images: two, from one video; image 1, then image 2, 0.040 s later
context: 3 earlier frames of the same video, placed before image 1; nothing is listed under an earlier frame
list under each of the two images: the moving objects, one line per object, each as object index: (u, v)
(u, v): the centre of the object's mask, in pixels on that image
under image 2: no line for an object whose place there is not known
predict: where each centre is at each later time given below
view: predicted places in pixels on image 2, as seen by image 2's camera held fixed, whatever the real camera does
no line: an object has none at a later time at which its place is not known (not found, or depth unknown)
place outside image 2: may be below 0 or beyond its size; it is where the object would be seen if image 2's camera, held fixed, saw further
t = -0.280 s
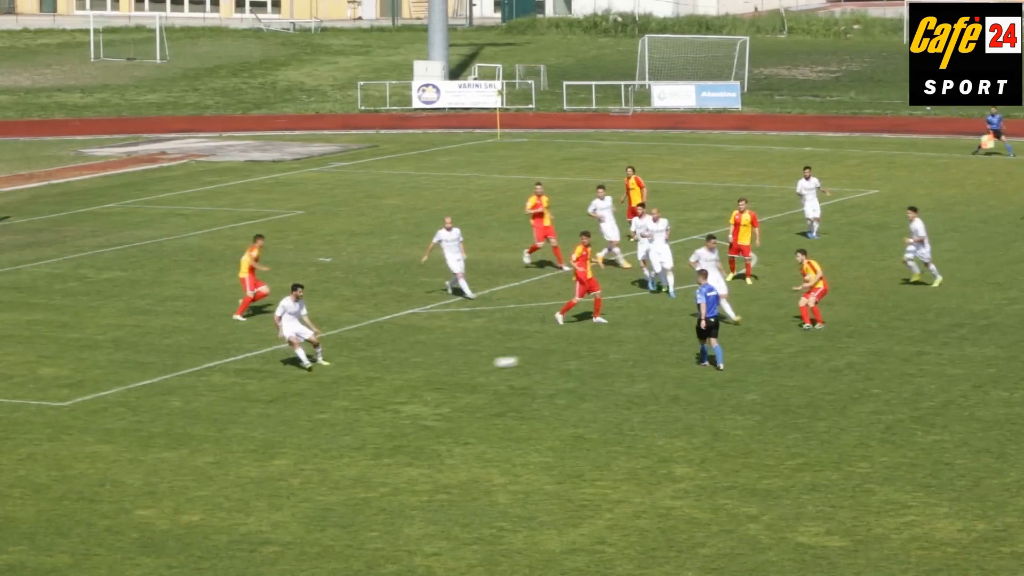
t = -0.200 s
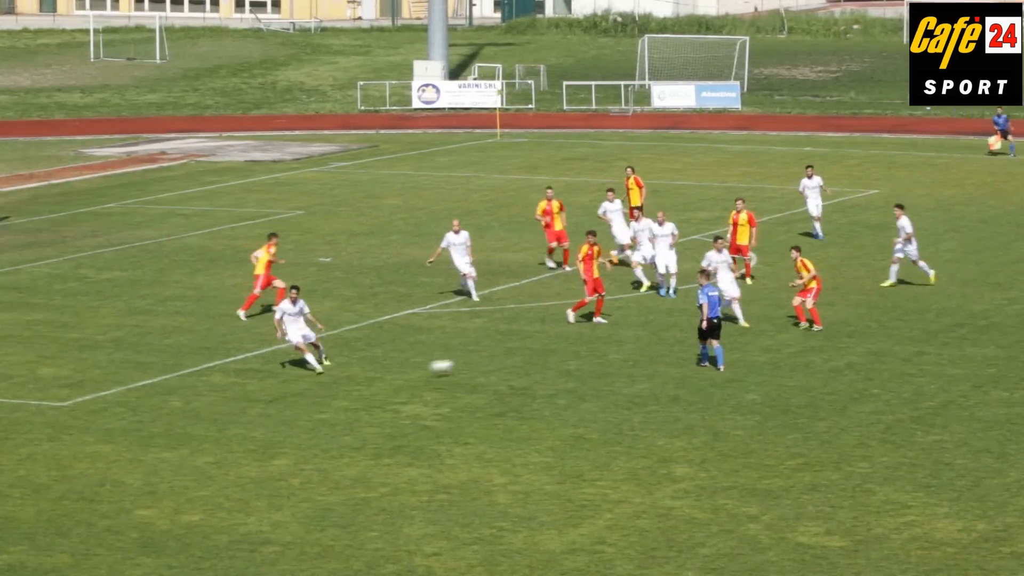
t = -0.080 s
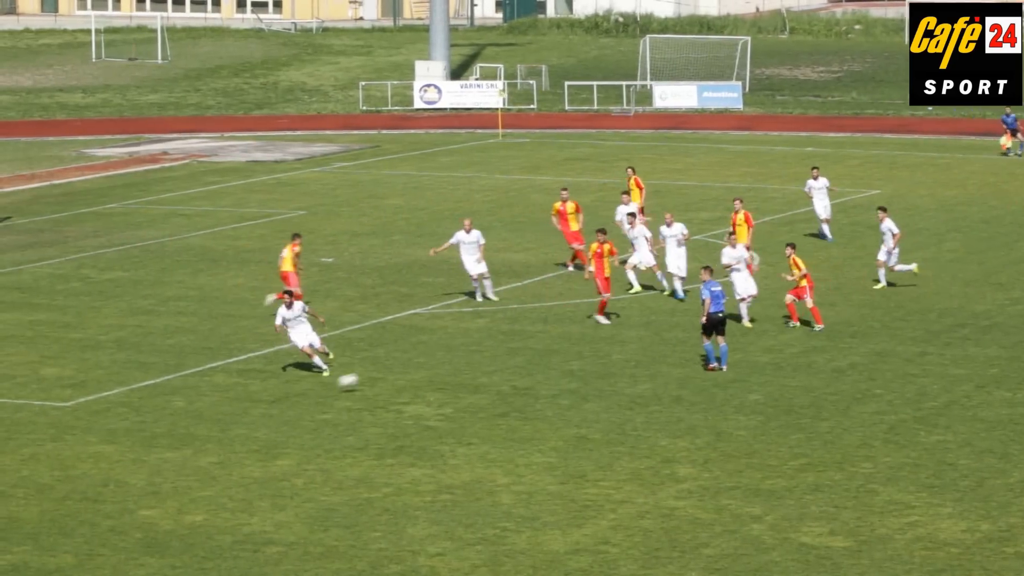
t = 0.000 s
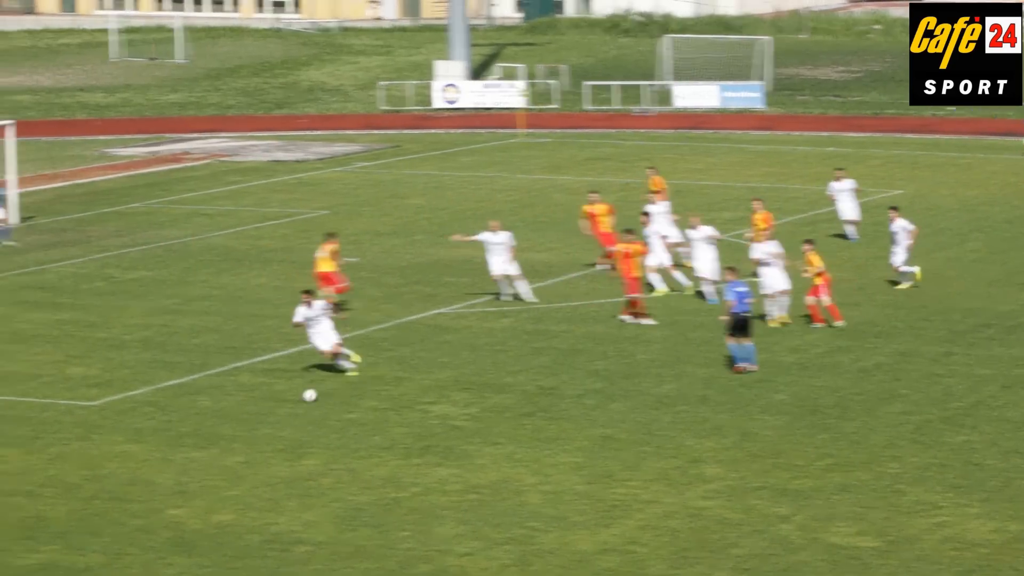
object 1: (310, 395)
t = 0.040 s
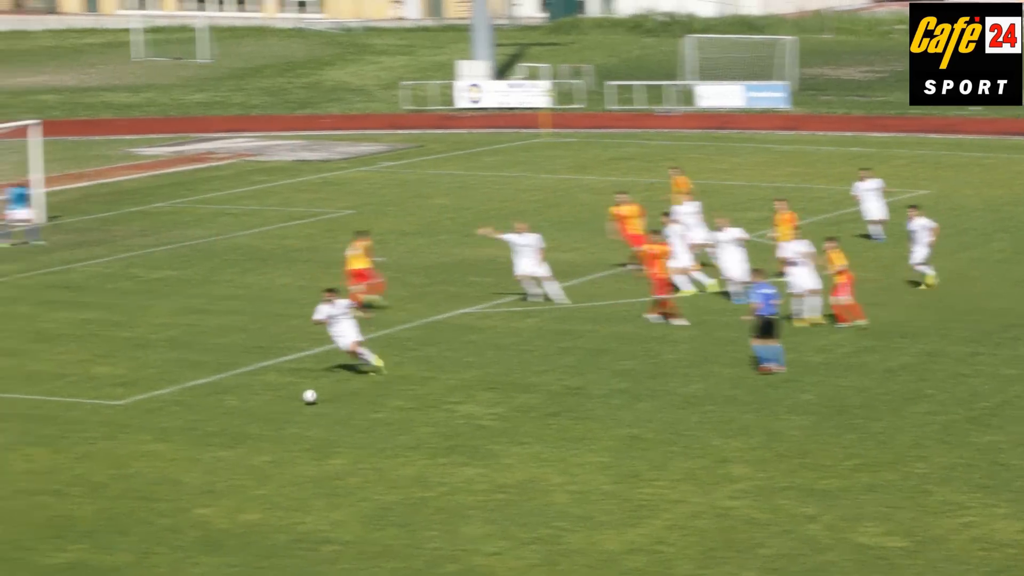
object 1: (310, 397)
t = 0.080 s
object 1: (284, 398)
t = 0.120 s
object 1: (256, 401)
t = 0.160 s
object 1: (229, 407)
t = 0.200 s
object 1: (202, 414)
